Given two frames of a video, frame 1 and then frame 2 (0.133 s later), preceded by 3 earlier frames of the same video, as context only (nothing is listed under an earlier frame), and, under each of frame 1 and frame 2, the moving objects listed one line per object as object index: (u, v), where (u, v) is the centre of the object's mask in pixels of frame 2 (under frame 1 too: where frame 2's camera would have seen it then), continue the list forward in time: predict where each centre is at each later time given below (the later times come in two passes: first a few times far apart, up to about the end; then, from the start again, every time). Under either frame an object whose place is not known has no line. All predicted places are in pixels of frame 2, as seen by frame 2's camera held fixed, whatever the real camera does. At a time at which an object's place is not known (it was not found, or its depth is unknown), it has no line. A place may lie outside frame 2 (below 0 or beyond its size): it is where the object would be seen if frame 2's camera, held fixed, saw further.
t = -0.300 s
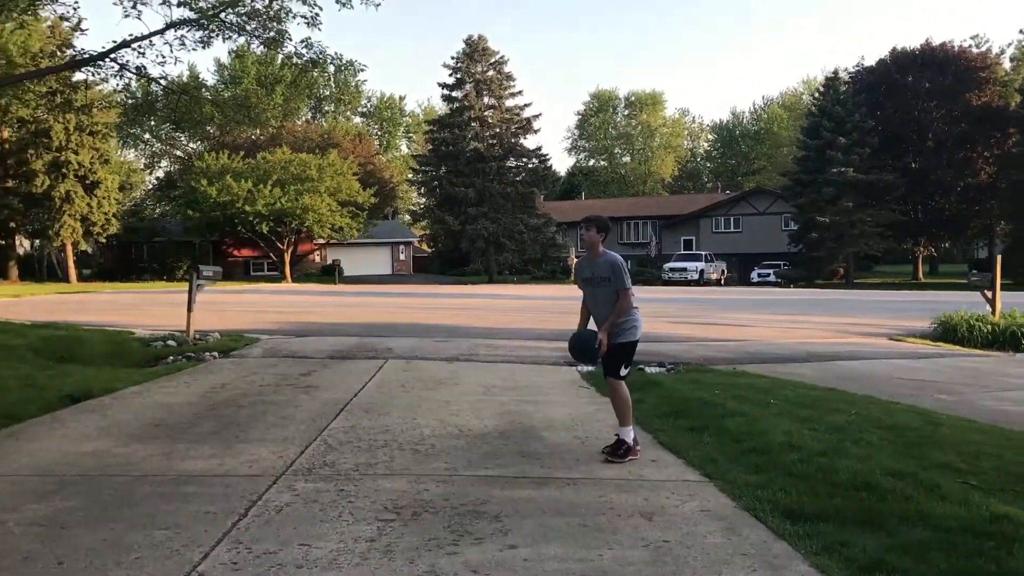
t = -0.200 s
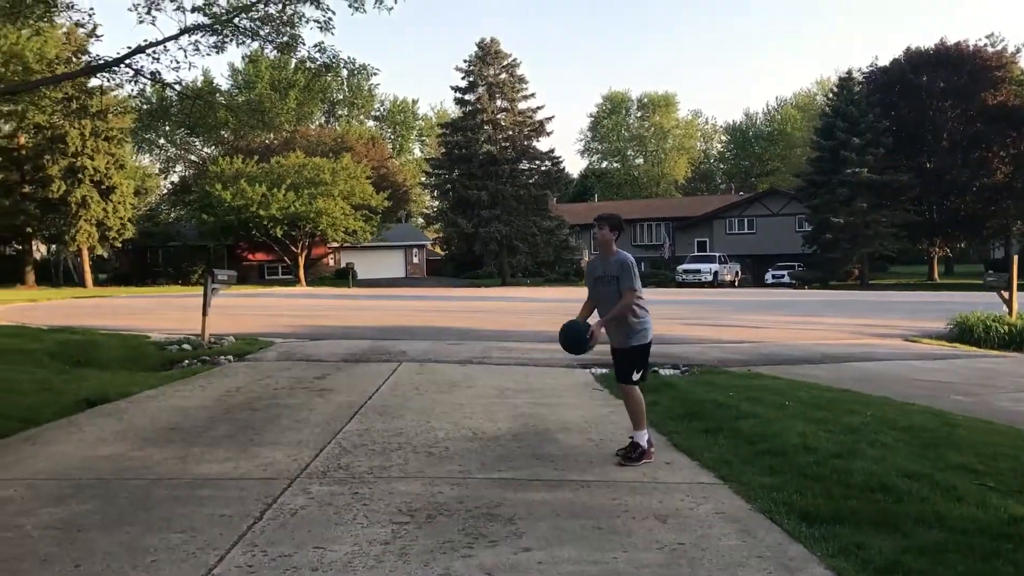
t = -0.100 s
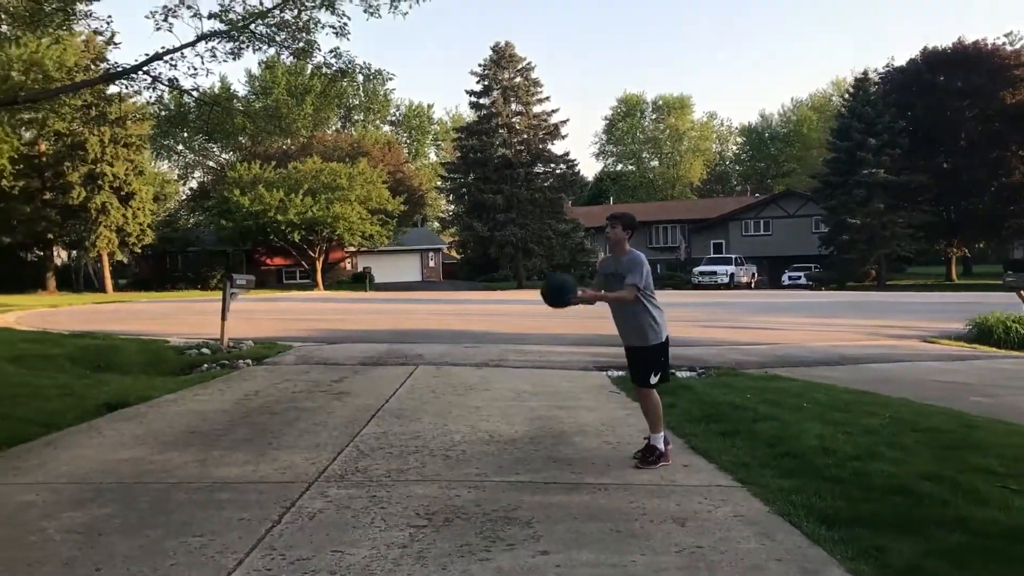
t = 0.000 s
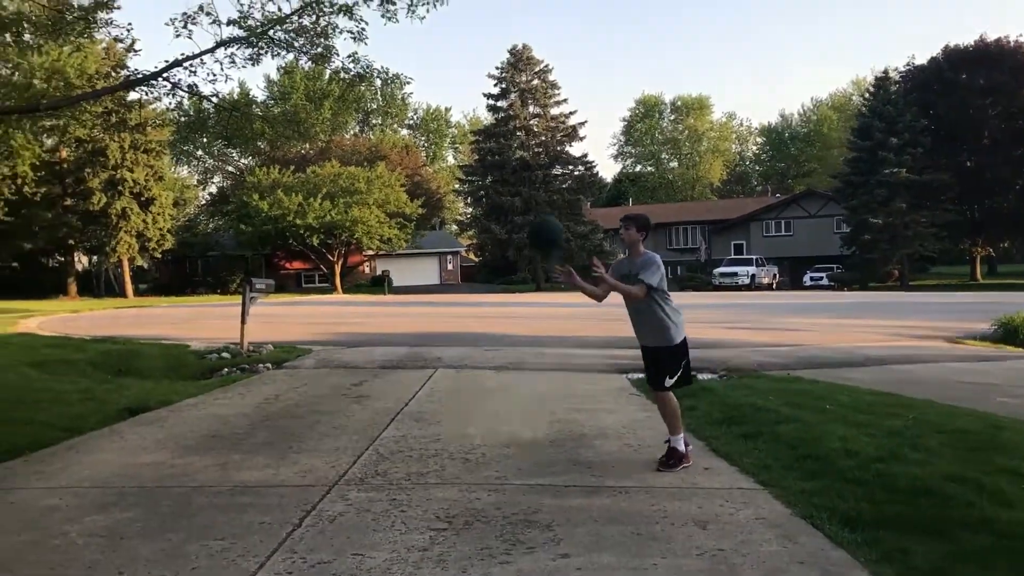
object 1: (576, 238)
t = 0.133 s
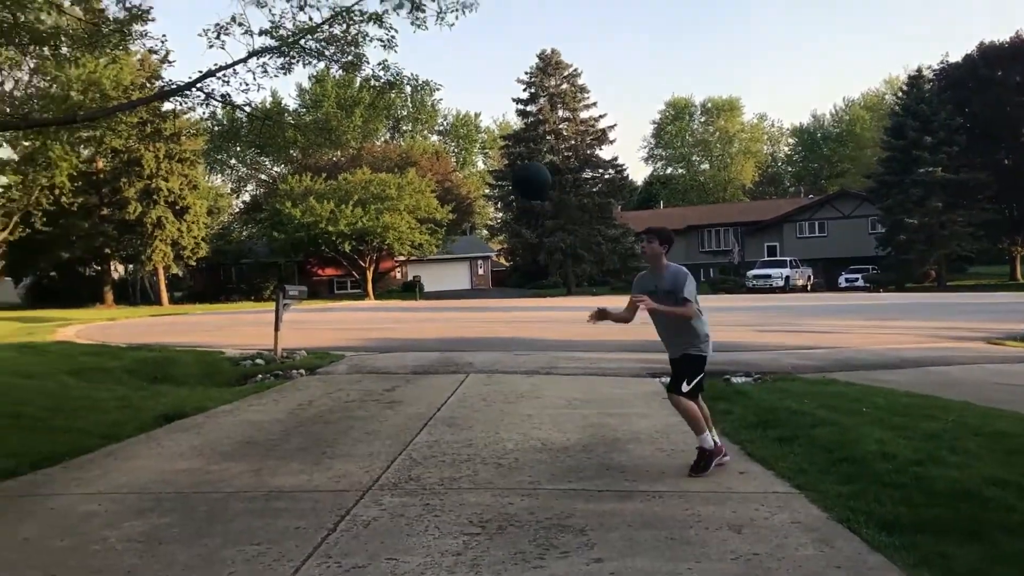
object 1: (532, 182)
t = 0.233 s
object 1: (499, 155)
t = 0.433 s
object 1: (431, 149)
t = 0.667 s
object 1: (345, 234)
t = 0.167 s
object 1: (520, 170)
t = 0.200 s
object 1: (510, 163)
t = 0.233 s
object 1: (499, 155)
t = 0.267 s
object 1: (488, 149)
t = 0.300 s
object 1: (476, 145)
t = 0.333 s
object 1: (465, 143)
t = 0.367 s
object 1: (453, 143)
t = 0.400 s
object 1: (441, 145)
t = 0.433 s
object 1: (431, 149)
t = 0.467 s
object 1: (419, 154)
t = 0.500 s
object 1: (407, 162)
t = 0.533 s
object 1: (395, 172)
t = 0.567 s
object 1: (383, 184)
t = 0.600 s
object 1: (371, 199)
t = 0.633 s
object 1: (359, 215)
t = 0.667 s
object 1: (345, 234)
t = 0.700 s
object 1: (332, 254)
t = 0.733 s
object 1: (322, 278)
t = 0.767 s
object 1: (312, 305)
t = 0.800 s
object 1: (297, 334)
